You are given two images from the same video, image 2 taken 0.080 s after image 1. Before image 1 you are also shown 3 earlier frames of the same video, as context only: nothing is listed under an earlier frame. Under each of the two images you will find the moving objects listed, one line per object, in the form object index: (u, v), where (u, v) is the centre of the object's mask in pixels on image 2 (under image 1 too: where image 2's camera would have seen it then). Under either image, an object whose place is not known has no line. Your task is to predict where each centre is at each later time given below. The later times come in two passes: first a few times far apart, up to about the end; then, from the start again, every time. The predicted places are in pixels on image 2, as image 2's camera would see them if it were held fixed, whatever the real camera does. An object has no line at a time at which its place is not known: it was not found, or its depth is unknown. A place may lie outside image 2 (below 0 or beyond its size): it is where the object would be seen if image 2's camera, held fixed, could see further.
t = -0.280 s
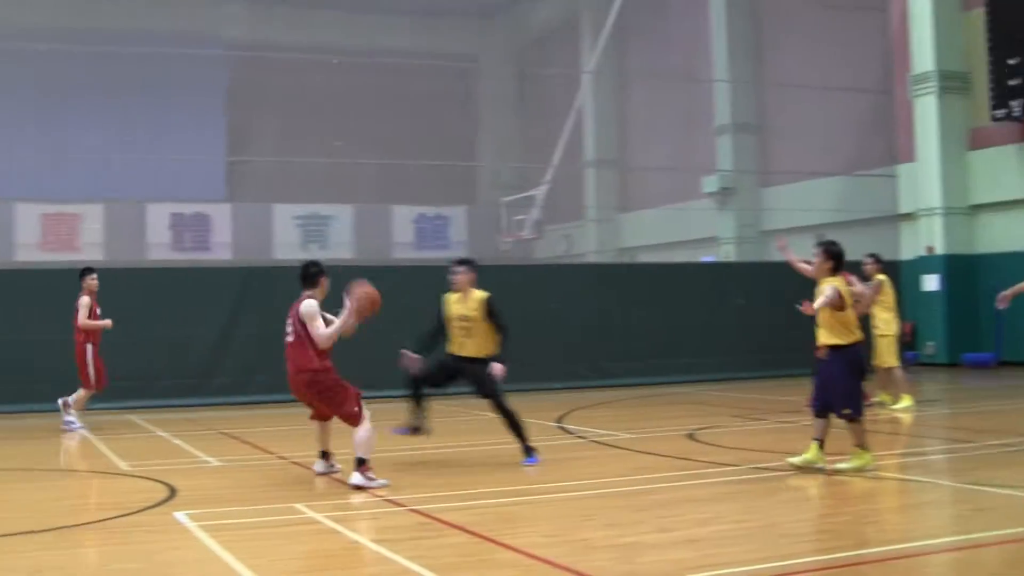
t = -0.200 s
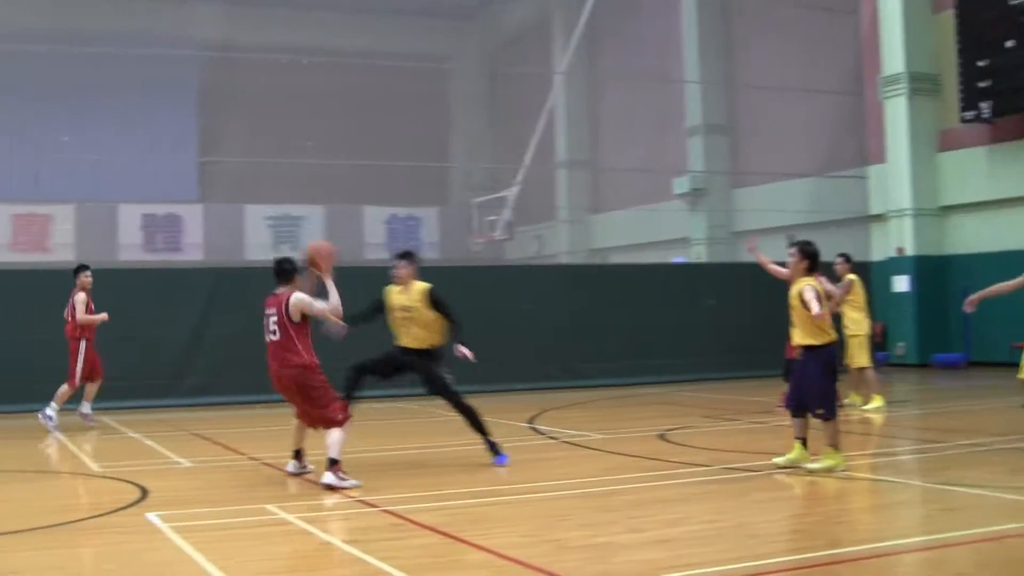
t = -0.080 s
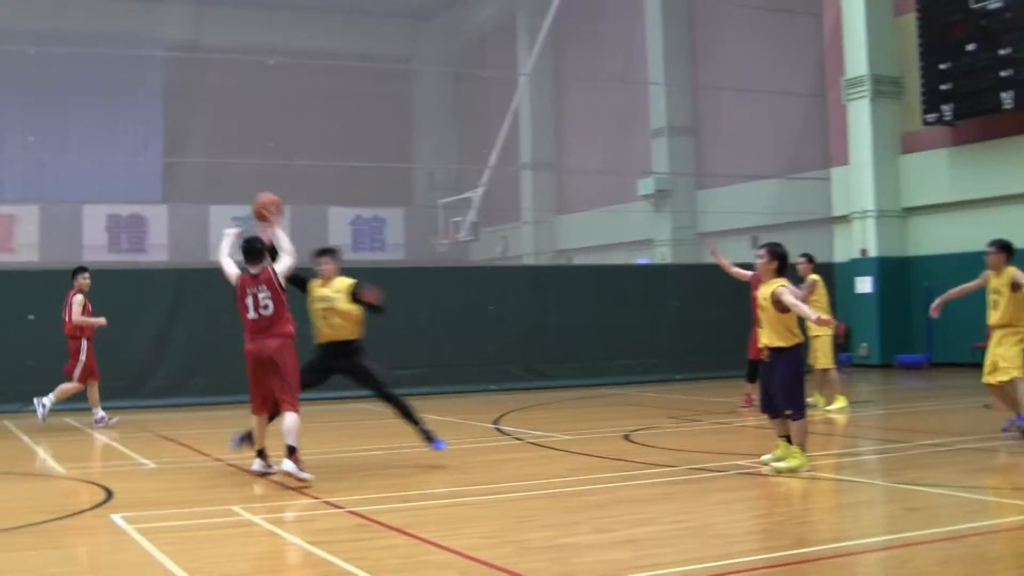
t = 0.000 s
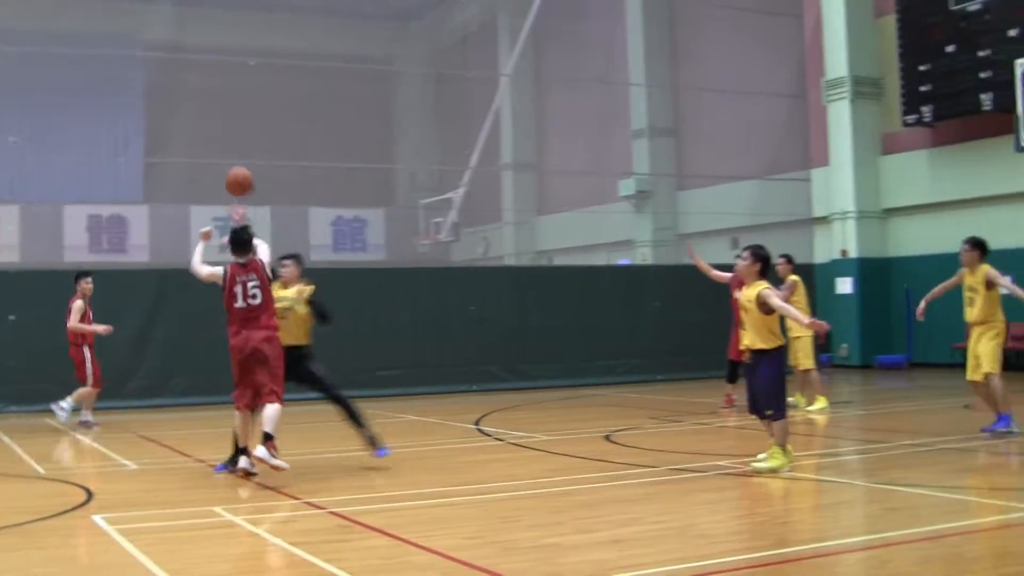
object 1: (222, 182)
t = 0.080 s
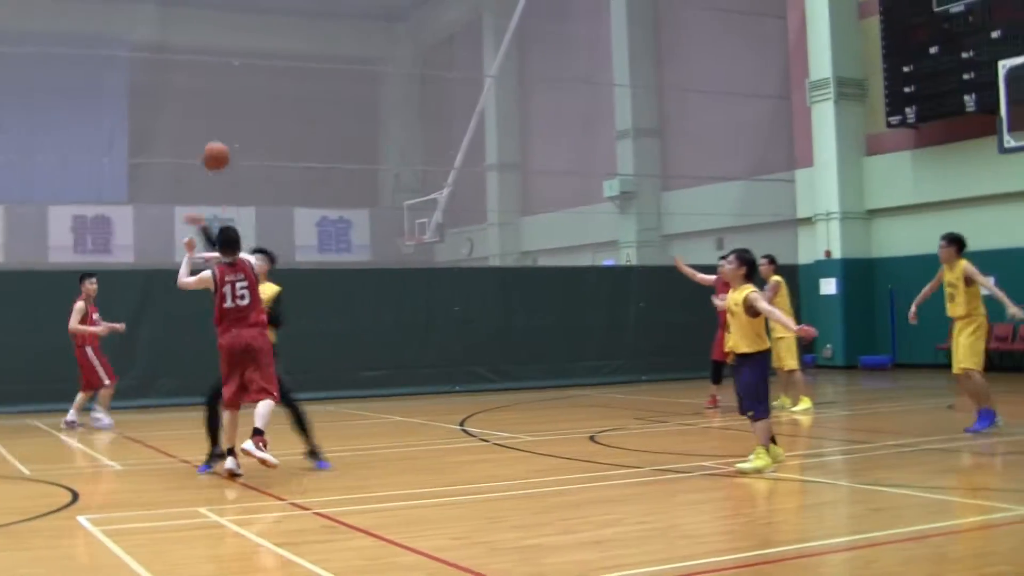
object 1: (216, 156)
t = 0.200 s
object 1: (205, 133)
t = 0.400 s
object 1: (187, 132)
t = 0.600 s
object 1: (167, 170)
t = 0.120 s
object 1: (212, 146)
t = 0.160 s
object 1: (209, 138)
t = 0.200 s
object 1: (205, 133)
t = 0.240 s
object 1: (201, 129)
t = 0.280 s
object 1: (197, 127)
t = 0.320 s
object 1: (194, 128)
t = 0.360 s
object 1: (190, 129)
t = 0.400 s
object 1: (187, 132)
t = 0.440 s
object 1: (183, 136)
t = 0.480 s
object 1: (179, 142)
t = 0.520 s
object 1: (175, 150)
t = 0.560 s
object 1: (171, 159)
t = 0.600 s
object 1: (167, 170)
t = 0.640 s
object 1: (164, 184)
